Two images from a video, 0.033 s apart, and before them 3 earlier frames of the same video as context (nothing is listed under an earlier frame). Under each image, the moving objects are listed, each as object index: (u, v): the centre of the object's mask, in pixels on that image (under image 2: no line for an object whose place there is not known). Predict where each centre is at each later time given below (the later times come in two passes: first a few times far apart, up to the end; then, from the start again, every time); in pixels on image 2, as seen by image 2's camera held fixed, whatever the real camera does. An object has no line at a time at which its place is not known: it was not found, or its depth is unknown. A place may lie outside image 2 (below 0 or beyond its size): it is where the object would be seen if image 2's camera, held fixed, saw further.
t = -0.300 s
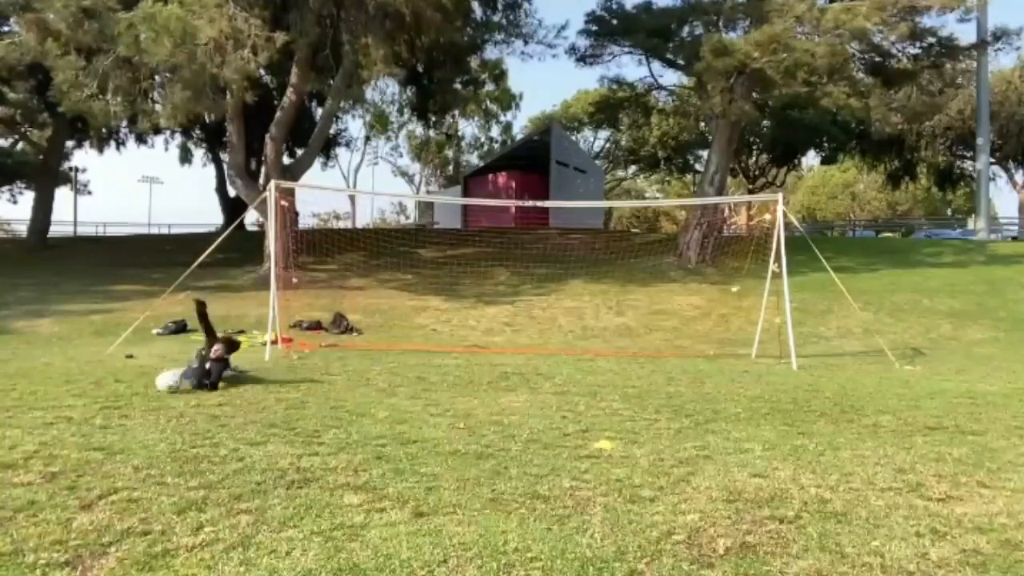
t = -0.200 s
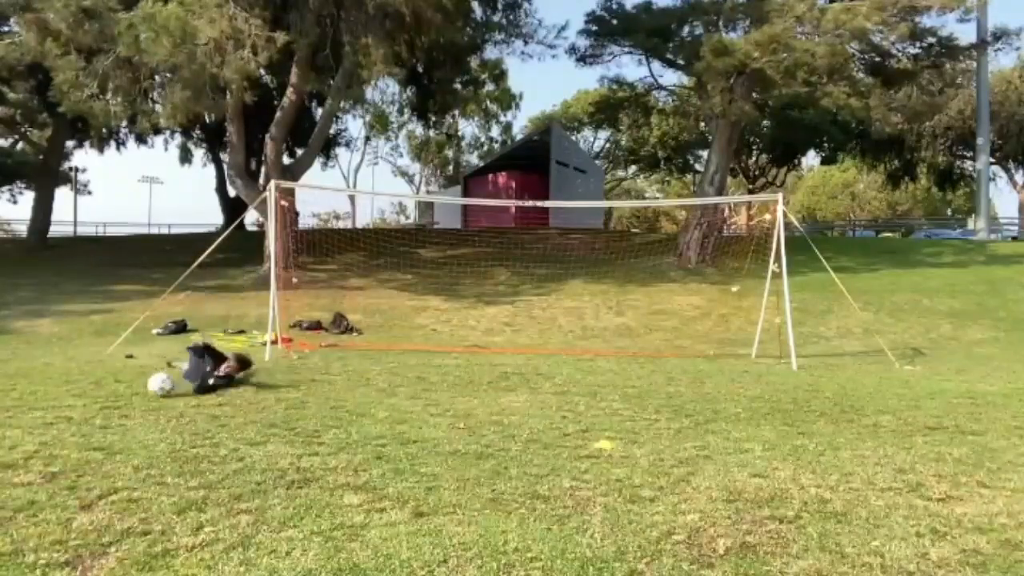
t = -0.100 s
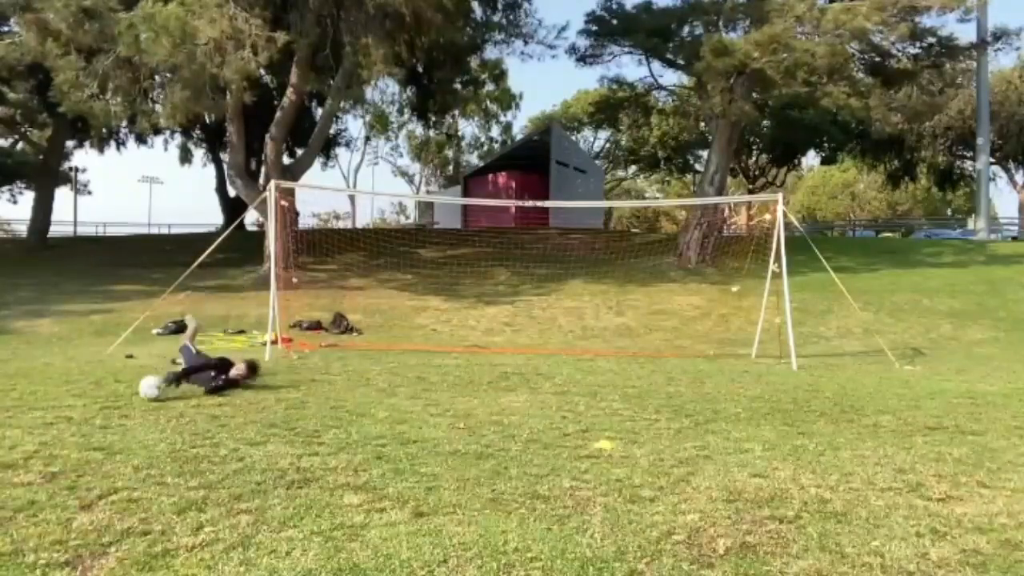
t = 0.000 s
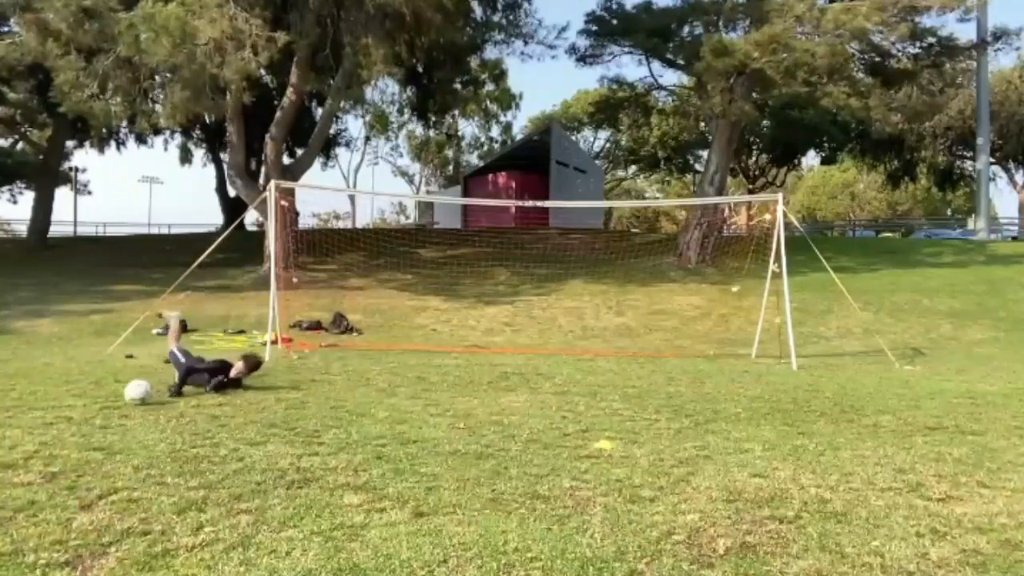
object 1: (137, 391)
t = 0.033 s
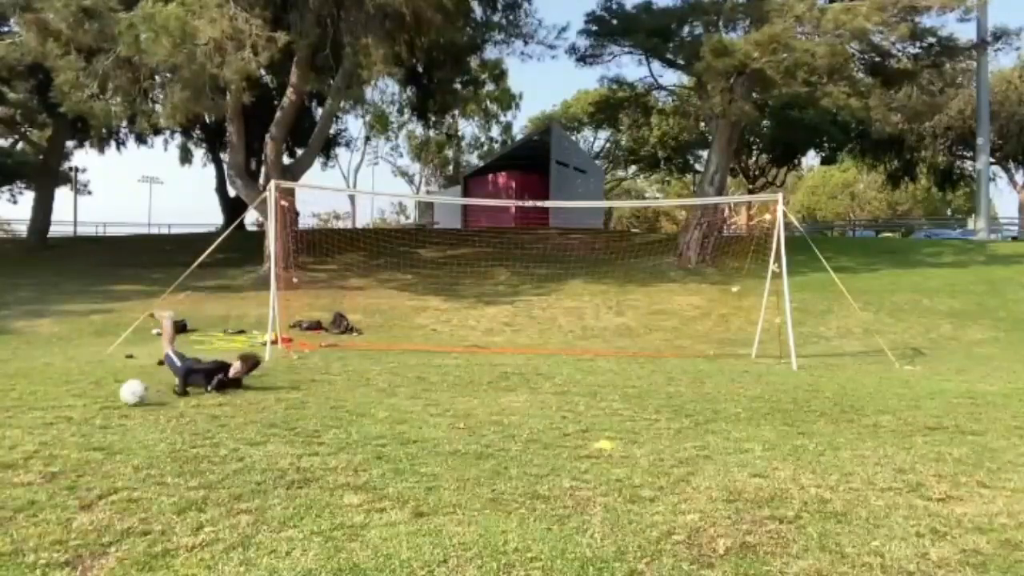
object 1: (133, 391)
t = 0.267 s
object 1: (101, 401)
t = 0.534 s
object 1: (64, 413)
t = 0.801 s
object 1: (24, 422)
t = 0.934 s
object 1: (8, 430)
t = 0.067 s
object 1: (129, 393)
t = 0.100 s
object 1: (124, 396)
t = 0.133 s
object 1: (120, 396)
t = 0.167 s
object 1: (115, 397)
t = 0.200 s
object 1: (110, 398)
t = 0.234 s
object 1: (106, 400)
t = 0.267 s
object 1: (101, 401)
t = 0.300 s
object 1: (95, 402)
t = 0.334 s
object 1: (92, 404)
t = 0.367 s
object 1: (86, 406)
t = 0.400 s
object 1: (82, 405)
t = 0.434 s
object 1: (78, 406)
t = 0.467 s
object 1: (73, 406)
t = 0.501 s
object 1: (68, 410)
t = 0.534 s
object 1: (64, 413)
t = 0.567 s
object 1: (60, 412)
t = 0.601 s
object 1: (54, 412)
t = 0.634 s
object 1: (50, 412)
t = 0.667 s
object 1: (45, 415)
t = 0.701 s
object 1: (40, 419)
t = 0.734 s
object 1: (34, 420)
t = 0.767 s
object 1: (29, 420)
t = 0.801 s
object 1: (24, 422)
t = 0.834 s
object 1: (16, 425)
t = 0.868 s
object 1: (13, 426)
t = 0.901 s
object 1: (11, 428)
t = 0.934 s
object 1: (8, 430)
